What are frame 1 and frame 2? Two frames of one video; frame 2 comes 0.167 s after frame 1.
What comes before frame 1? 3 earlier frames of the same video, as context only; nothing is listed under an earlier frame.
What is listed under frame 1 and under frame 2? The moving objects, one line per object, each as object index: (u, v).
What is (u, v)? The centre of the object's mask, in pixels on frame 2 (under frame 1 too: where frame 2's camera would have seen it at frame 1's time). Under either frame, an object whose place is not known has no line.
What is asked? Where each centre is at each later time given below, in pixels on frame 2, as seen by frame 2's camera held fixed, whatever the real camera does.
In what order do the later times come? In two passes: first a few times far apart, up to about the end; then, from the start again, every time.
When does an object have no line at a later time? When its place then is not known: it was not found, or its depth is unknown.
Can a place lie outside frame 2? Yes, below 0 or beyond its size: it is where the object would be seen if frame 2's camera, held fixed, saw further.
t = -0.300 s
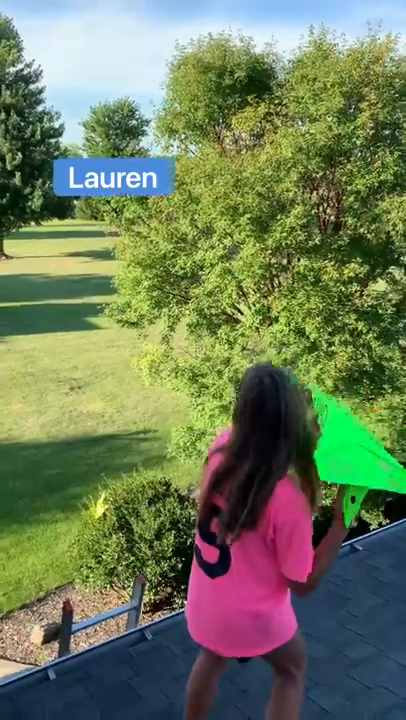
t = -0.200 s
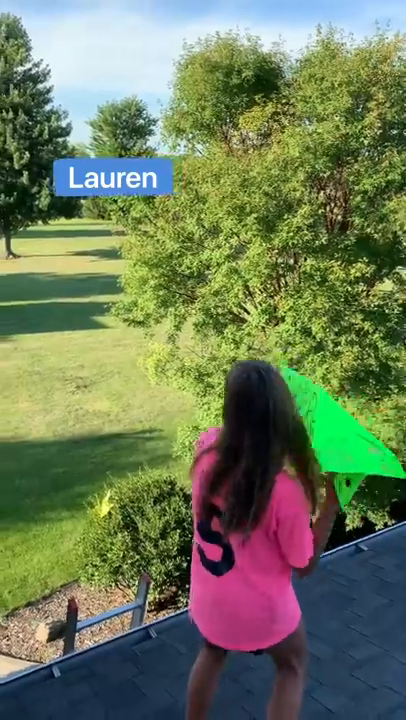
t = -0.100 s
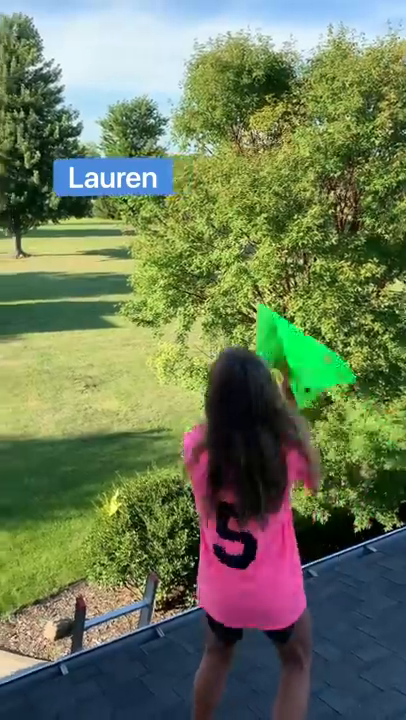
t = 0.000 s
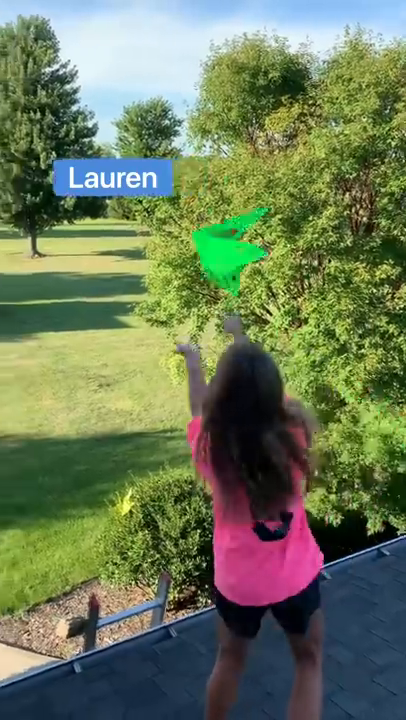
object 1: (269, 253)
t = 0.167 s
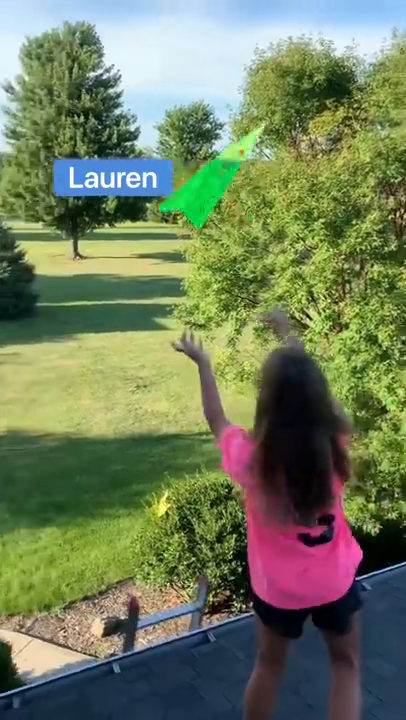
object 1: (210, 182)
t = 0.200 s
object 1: (206, 172)
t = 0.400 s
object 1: (192, 144)
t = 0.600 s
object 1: (179, 161)
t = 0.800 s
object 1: (186, 219)
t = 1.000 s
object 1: (181, 299)
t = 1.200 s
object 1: (156, 362)
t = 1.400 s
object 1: (157, 436)
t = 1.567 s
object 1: (179, 494)
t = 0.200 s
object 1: (206, 172)
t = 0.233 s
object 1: (200, 163)
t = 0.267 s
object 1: (196, 156)
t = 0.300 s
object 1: (195, 148)
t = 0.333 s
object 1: (195, 143)
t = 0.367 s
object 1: (194, 143)
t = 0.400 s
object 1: (192, 144)
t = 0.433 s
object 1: (189, 146)
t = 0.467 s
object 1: (186, 149)
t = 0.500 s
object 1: (183, 151)
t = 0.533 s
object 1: (180, 154)
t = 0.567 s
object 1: (180, 157)
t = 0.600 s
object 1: (179, 161)
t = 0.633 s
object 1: (181, 169)
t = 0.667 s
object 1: (182, 176)
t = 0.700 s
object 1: (183, 186)
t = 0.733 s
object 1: (184, 196)
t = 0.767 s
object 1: (185, 209)
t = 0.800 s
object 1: (186, 219)
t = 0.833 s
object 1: (186, 232)
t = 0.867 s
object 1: (185, 245)
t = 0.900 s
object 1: (185, 257)
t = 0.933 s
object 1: (184, 270)
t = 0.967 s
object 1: (183, 285)
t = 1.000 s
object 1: (181, 299)
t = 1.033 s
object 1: (177, 312)
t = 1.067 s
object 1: (171, 326)
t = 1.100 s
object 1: (168, 335)
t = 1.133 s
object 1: (164, 347)
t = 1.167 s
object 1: (159, 354)
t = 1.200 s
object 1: (156, 362)
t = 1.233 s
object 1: (153, 371)
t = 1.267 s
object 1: (151, 380)
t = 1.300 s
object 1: (151, 392)
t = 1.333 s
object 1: (153, 408)
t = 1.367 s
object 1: (156, 423)
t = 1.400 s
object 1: (157, 436)
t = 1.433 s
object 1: (159, 447)
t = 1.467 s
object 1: (163, 458)
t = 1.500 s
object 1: (168, 470)
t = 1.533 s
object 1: (174, 483)
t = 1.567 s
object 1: (179, 494)
